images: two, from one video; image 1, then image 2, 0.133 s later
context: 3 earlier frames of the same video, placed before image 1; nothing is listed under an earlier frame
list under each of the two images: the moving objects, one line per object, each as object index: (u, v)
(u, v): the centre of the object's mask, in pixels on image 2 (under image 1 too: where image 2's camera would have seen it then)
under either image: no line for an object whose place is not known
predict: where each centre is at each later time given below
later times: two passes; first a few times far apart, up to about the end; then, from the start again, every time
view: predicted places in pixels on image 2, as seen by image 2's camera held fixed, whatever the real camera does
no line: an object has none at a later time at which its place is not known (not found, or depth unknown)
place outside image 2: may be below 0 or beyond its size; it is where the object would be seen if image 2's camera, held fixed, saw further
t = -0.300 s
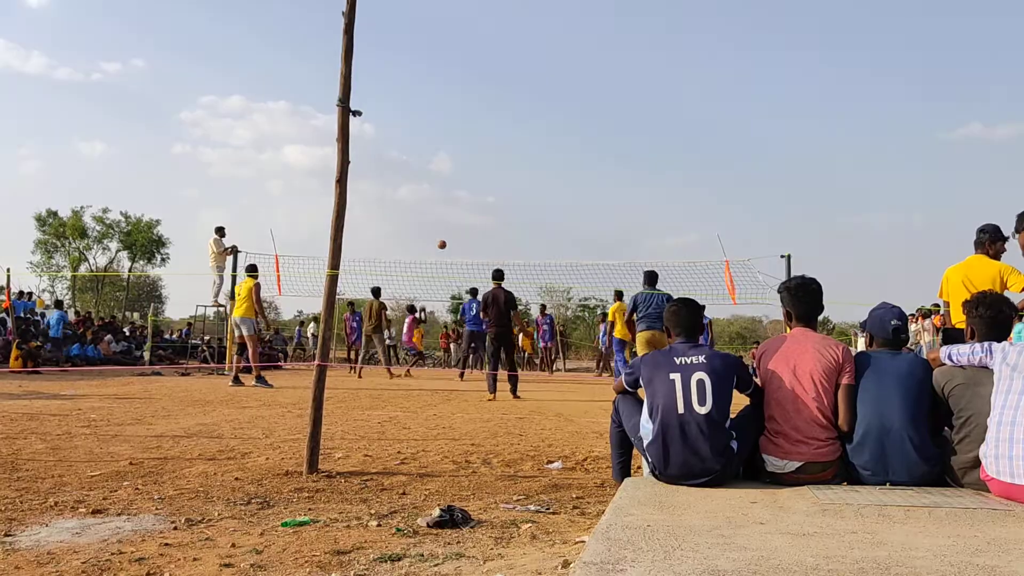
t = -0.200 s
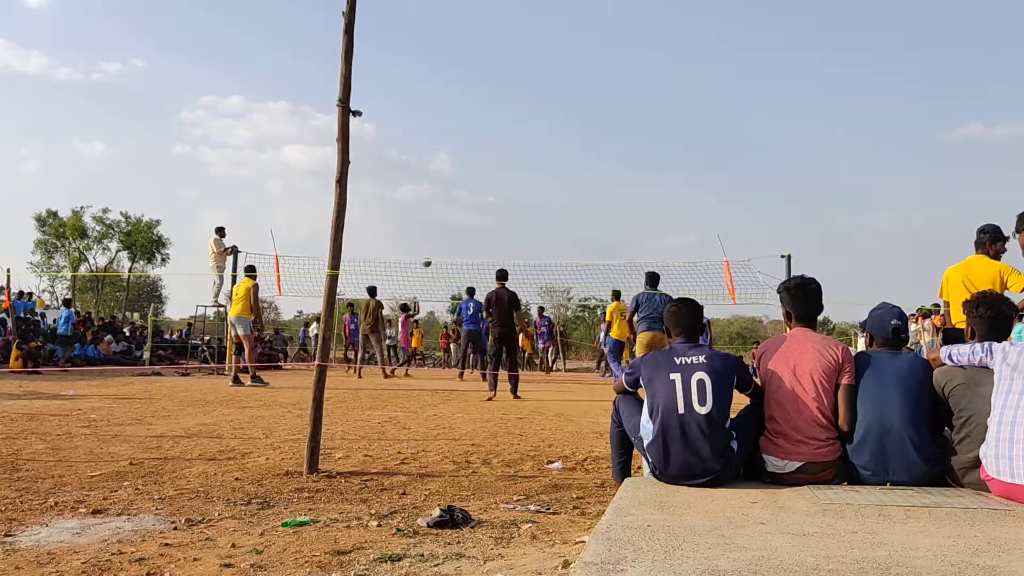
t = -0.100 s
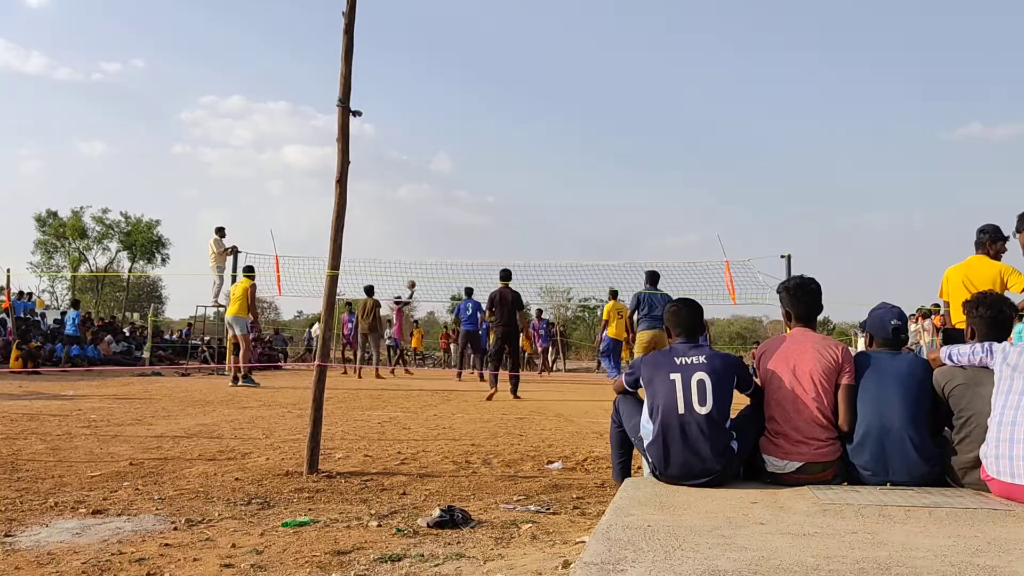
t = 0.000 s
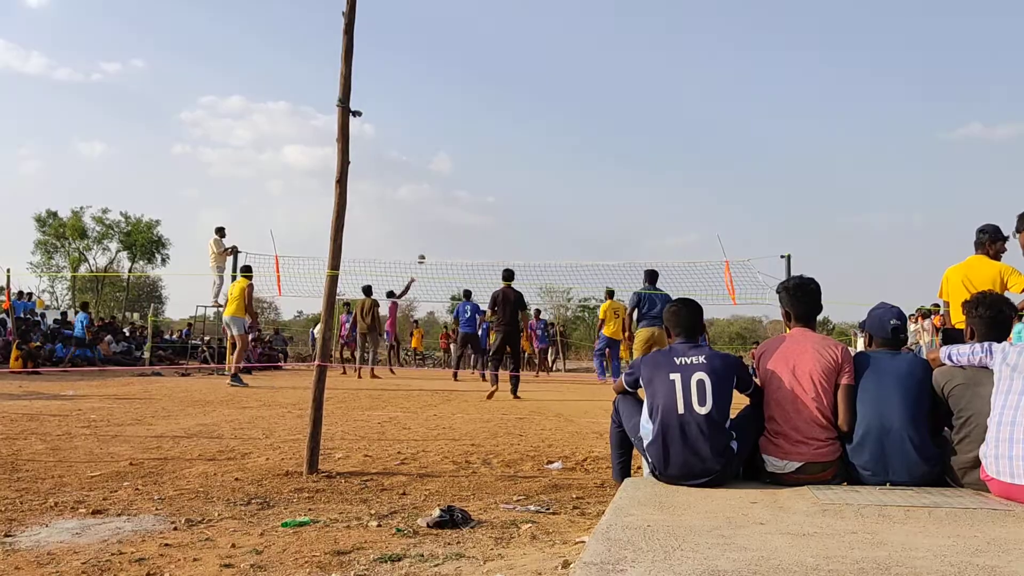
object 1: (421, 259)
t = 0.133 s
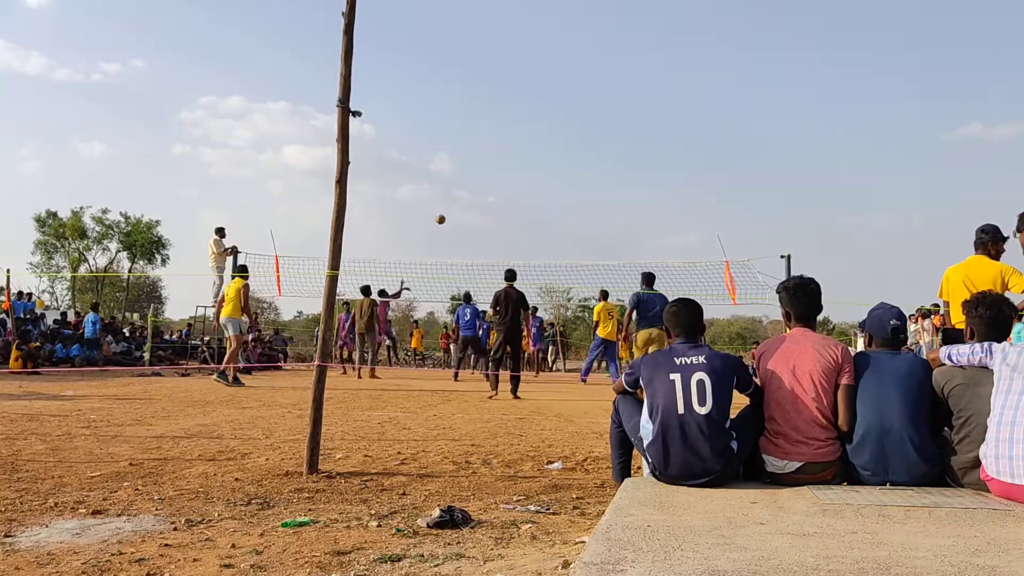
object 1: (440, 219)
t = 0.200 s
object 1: (450, 203)
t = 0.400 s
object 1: (479, 165)
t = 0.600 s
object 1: (508, 146)
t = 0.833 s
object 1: (541, 145)
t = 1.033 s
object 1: (567, 163)
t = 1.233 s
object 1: (594, 200)
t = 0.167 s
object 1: (445, 211)
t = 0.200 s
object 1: (450, 203)
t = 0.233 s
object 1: (455, 195)
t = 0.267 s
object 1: (460, 188)
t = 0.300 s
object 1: (465, 182)
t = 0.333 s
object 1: (470, 176)
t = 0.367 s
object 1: (475, 170)
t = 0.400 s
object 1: (479, 165)
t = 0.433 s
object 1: (484, 161)
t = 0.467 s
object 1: (489, 157)
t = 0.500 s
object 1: (494, 153)
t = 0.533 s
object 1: (499, 150)
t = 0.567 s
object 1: (504, 148)
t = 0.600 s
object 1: (508, 146)
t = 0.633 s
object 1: (513, 145)
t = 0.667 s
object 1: (518, 143)
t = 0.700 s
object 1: (522, 143)
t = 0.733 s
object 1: (527, 143)
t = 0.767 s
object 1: (532, 143)
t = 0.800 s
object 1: (536, 144)
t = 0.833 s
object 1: (541, 145)
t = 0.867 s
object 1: (545, 147)
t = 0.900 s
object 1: (550, 149)
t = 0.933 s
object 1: (554, 152)
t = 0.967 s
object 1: (558, 155)
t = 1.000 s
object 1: (563, 159)
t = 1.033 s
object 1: (567, 163)
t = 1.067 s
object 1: (572, 168)
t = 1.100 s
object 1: (576, 173)
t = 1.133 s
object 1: (581, 179)
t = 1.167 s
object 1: (585, 185)
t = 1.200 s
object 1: (590, 192)
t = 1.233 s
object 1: (594, 200)
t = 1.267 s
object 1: (599, 207)
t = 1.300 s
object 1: (603, 216)
